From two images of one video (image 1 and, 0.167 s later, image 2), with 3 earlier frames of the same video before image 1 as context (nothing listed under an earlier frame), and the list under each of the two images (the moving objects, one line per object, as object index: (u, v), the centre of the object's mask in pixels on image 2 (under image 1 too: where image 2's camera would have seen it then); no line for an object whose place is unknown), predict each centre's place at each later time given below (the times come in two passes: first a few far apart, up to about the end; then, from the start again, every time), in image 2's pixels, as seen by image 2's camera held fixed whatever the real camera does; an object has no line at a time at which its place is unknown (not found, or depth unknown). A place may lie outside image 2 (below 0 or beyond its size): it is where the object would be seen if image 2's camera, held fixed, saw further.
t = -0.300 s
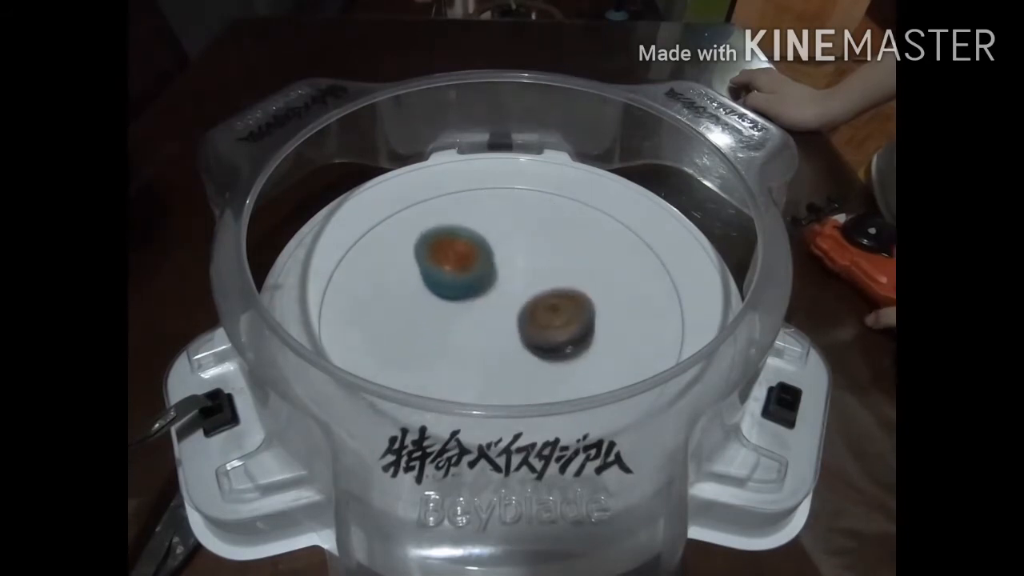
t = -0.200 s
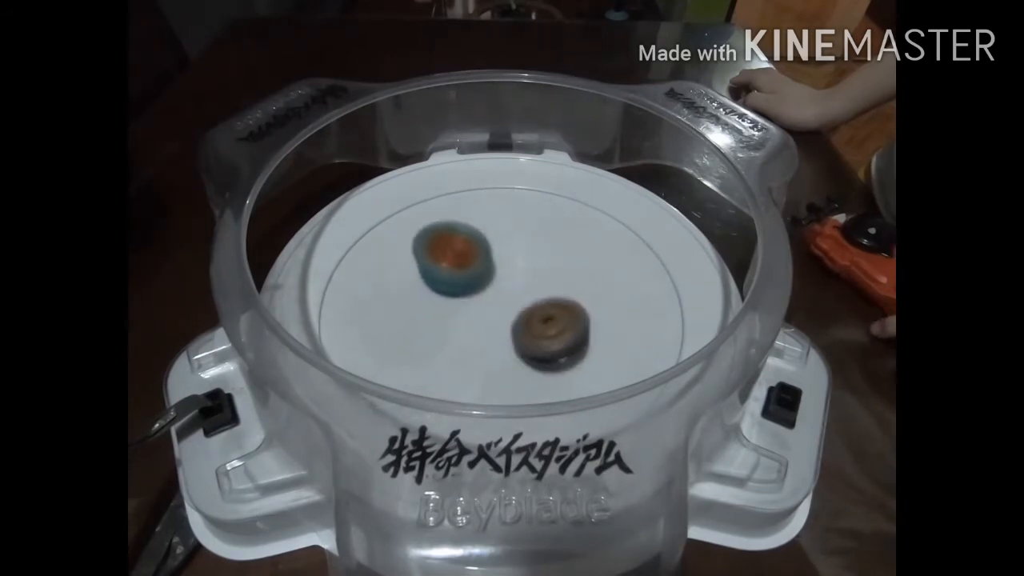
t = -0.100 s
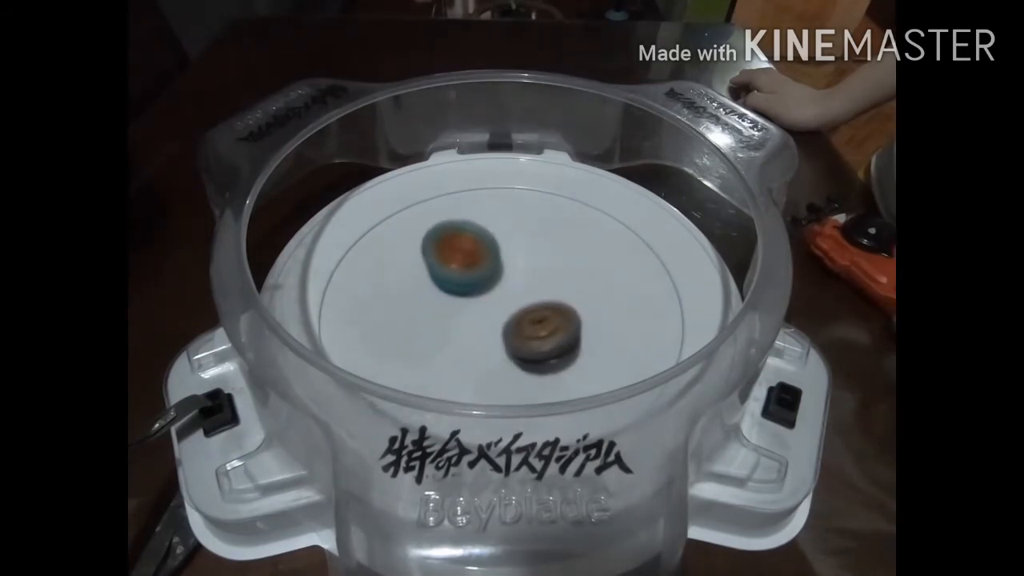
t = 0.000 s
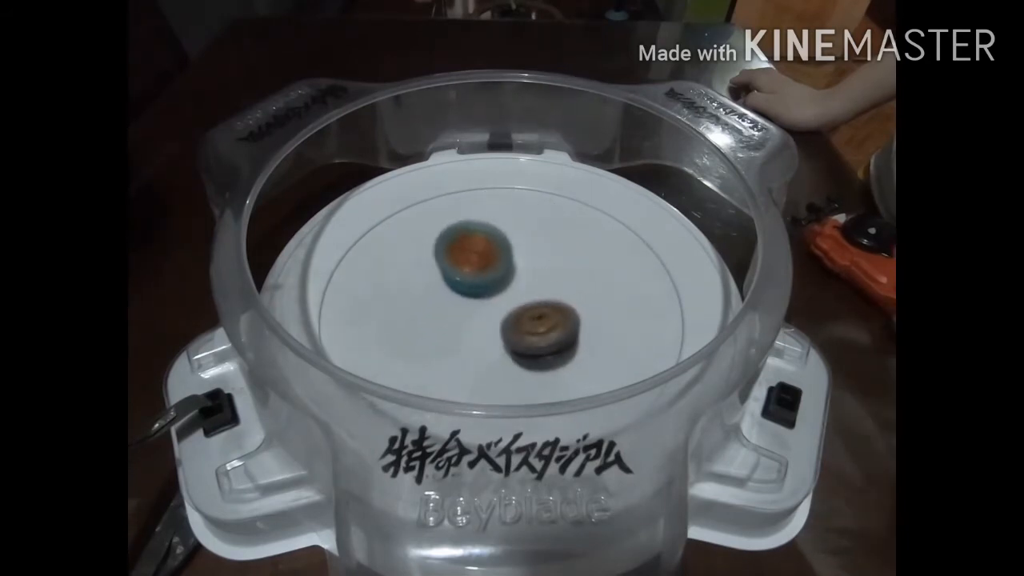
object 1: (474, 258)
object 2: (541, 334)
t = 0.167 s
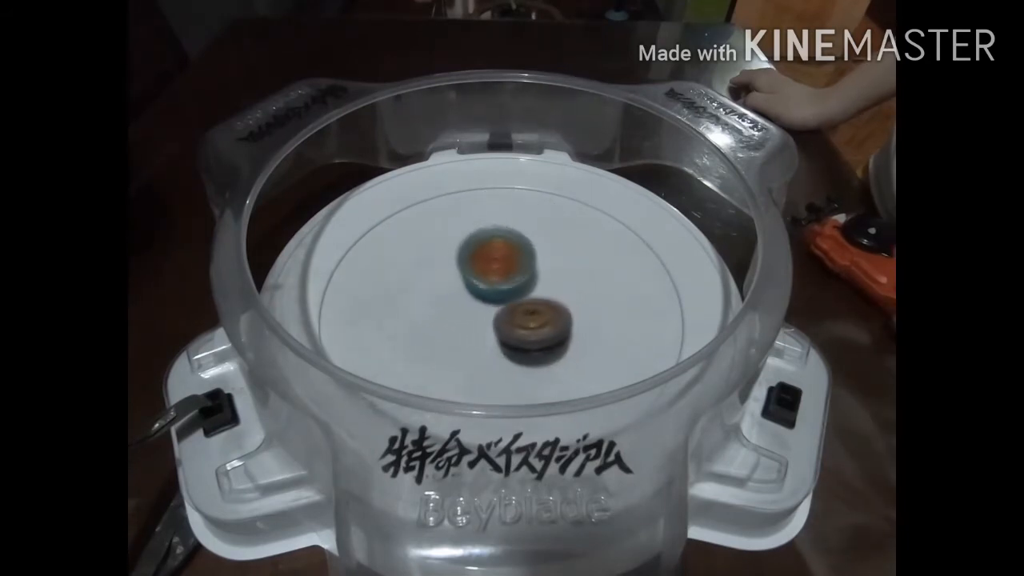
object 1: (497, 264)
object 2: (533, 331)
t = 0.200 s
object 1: (501, 266)
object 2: (532, 331)
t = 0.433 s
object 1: (525, 263)
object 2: (501, 331)
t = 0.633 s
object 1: (539, 273)
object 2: (474, 323)
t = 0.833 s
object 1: (540, 290)
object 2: (465, 316)
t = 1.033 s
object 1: (542, 303)
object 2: (456, 312)
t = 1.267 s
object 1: (547, 314)
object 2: (455, 298)
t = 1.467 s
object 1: (532, 321)
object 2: (462, 284)
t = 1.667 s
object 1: (516, 324)
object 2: (472, 269)
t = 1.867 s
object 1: (501, 319)
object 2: (487, 259)
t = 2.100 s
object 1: (485, 318)
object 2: (503, 258)
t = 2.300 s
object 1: (471, 312)
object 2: (522, 267)
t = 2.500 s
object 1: (463, 305)
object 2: (550, 279)
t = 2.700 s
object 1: (471, 292)
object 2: (548, 281)
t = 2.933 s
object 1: (460, 283)
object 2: (568, 298)
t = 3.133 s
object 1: (475, 280)
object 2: (563, 315)
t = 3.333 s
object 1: (495, 281)
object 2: (547, 332)
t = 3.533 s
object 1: (503, 282)
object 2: (528, 348)
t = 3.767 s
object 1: (512, 283)
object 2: (499, 351)
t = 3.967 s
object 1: (529, 273)
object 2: (460, 353)
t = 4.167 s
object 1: (538, 265)
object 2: (435, 334)
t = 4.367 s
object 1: (539, 272)
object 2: (434, 308)
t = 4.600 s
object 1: (526, 288)
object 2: (451, 273)
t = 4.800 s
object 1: (523, 304)
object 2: (468, 245)
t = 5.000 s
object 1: (500, 310)
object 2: (471, 247)
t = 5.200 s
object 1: (477, 311)
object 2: (490, 249)
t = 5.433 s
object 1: (467, 301)
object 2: (541, 263)
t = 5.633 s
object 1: (478, 289)
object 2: (563, 280)
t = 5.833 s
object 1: (494, 283)
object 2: (564, 307)
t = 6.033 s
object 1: (496, 273)
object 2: (556, 349)
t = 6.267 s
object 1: (506, 275)
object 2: (529, 343)
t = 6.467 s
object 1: (513, 265)
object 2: (487, 333)
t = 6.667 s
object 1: (513, 269)
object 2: (476, 337)
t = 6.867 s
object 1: (508, 279)
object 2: (478, 335)
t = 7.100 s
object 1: (494, 282)
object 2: (474, 336)
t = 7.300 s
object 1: (483, 276)
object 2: (477, 333)
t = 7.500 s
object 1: (480, 274)
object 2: (494, 333)
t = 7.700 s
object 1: (485, 275)
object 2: (490, 332)
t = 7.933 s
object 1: (494, 274)
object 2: (483, 333)
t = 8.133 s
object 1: (507, 275)
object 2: (491, 333)
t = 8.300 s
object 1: (516, 281)
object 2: (488, 333)
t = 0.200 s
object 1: (501, 266)
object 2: (532, 331)
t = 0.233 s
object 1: (506, 267)
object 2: (529, 331)
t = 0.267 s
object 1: (510, 266)
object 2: (526, 332)
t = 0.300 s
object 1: (514, 265)
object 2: (521, 333)
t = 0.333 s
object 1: (516, 264)
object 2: (516, 333)
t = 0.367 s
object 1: (519, 263)
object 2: (511, 333)
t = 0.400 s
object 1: (522, 262)
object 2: (506, 332)
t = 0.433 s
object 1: (525, 263)
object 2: (501, 331)
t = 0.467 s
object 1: (527, 264)
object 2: (497, 330)
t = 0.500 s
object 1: (530, 265)
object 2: (492, 329)
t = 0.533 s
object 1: (533, 267)
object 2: (487, 328)
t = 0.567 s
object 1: (535, 268)
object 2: (483, 326)
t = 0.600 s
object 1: (537, 271)
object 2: (478, 325)
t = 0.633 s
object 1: (539, 273)
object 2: (474, 323)
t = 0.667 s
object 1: (540, 275)
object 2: (471, 322)
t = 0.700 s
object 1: (541, 278)
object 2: (469, 321)
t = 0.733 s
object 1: (541, 281)
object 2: (467, 319)
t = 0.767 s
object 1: (541, 284)
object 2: (466, 319)
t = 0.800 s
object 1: (541, 287)
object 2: (465, 317)
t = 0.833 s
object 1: (540, 290)
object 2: (465, 316)
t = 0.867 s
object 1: (540, 292)
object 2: (463, 316)
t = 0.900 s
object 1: (540, 295)
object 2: (462, 315)
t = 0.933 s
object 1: (540, 297)
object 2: (460, 314)
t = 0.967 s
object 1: (541, 299)
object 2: (458, 313)
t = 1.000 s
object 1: (542, 301)
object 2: (456, 312)
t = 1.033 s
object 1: (542, 303)
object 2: (456, 312)
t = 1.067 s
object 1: (541, 305)
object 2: (457, 312)
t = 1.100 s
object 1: (539, 307)
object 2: (458, 312)
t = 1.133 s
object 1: (540, 309)
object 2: (458, 311)
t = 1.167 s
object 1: (545, 311)
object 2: (455, 308)
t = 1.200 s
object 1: (547, 312)
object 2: (455, 305)
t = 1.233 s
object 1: (547, 313)
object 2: (454, 301)
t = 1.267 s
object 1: (547, 314)
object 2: (455, 298)
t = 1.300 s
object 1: (545, 315)
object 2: (456, 294)
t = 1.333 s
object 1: (543, 317)
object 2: (457, 292)
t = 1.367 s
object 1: (541, 318)
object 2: (458, 289)
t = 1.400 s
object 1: (538, 319)
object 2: (459, 287)
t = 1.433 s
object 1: (535, 320)
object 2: (460, 285)
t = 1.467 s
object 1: (532, 321)
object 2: (462, 284)
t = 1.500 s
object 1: (529, 321)
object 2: (463, 282)
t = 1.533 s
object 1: (525, 321)
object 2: (463, 281)
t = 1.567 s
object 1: (521, 321)
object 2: (463, 279)
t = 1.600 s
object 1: (518, 322)
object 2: (465, 276)
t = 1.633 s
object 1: (517, 323)
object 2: (468, 273)
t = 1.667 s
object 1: (516, 324)
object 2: (472, 269)
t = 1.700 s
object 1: (514, 324)
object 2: (475, 267)
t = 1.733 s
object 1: (510, 323)
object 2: (478, 265)
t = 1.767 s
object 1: (508, 323)
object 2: (480, 263)
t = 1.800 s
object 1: (506, 322)
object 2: (483, 262)
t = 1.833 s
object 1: (503, 321)
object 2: (485, 261)
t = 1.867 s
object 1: (501, 319)
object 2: (487, 259)
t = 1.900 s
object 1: (498, 318)
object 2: (488, 259)
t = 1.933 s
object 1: (496, 317)
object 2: (489, 257)
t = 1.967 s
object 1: (492, 319)
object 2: (492, 257)
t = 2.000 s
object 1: (490, 319)
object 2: (495, 257)
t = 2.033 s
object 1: (488, 319)
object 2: (498, 257)
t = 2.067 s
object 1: (486, 319)
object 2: (501, 257)
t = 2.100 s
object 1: (485, 318)
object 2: (503, 258)
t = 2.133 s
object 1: (483, 316)
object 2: (506, 258)
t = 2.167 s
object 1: (481, 315)
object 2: (508, 259)
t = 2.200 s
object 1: (480, 313)
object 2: (510, 260)
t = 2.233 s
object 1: (479, 312)
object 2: (513, 262)
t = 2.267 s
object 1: (475, 312)
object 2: (517, 263)
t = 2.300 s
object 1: (471, 312)
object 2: (522, 267)
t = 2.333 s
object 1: (468, 312)
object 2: (529, 270)
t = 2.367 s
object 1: (466, 311)
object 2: (535, 272)
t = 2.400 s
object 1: (465, 311)
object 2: (541, 275)
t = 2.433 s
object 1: (464, 309)
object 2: (545, 276)
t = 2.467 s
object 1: (463, 307)
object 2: (548, 277)
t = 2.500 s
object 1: (463, 305)
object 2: (550, 279)
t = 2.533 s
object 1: (463, 303)
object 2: (551, 280)
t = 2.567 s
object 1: (464, 301)
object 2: (552, 280)
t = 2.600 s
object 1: (465, 299)
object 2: (551, 281)
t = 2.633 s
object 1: (466, 296)
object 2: (550, 281)
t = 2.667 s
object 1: (468, 294)
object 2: (549, 280)
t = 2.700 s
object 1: (471, 292)
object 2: (548, 281)
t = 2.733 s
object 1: (473, 291)
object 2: (548, 281)
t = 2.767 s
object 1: (476, 289)
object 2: (549, 282)
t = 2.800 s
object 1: (472, 287)
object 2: (555, 284)
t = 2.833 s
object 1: (466, 285)
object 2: (562, 286)
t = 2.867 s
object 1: (462, 284)
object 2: (565, 289)
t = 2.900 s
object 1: (459, 283)
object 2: (567, 293)
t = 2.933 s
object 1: (460, 283)
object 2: (568, 298)
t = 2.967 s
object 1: (461, 283)
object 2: (568, 302)
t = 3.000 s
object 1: (463, 282)
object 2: (567, 306)
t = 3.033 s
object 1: (466, 281)
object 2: (566, 309)
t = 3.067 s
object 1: (469, 281)
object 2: (565, 312)
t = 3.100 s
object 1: (472, 280)
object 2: (564, 314)
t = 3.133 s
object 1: (475, 280)
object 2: (563, 315)
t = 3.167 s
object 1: (478, 280)
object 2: (561, 317)
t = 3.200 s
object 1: (483, 280)
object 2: (559, 320)
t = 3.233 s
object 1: (486, 280)
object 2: (556, 323)
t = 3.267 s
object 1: (489, 281)
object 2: (553, 326)
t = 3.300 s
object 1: (493, 281)
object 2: (549, 329)
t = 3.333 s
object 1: (495, 281)
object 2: (547, 332)
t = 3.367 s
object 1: (496, 279)
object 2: (544, 337)
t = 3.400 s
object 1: (497, 279)
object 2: (541, 341)
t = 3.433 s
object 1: (498, 279)
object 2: (537, 343)
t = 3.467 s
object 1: (499, 280)
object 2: (535, 345)
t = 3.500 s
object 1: (501, 281)
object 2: (531, 347)
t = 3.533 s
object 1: (503, 282)
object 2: (528, 348)
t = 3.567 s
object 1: (506, 283)
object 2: (525, 349)
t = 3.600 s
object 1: (507, 284)
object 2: (521, 350)
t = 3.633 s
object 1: (510, 283)
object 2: (517, 352)
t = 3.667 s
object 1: (510, 282)
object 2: (512, 352)
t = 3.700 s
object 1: (511, 282)
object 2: (508, 352)
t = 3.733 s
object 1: (511, 282)
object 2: (504, 351)
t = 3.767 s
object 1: (512, 283)
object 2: (499, 351)
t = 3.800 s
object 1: (513, 284)
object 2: (496, 350)
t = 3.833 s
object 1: (514, 284)
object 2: (493, 349)
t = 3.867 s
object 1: (514, 285)
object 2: (489, 348)
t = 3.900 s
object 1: (518, 285)
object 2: (483, 348)
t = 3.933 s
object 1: (524, 279)
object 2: (471, 351)
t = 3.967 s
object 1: (529, 273)
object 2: (460, 353)
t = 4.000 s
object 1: (532, 269)
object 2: (451, 351)
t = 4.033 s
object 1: (534, 267)
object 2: (444, 349)
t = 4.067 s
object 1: (535, 265)
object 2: (440, 345)
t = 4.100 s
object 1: (536, 265)
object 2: (438, 342)
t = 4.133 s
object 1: (538, 264)
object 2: (437, 338)
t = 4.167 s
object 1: (538, 265)
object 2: (435, 334)
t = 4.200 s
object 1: (539, 266)
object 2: (433, 329)
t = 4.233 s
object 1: (540, 266)
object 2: (432, 325)
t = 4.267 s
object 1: (540, 268)
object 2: (431, 321)
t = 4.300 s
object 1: (540, 269)
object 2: (432, 317)
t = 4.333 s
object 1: (539, 271)
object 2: (432, 313)
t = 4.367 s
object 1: (539, 272)
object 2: (434, 308)
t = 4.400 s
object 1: (537, 274)
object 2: (435, 304)
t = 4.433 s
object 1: (536, 276)
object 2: (437, 299)
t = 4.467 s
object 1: (534, 278)
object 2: (441, 295)
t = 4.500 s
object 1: (531, 281)
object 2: (444, 289)
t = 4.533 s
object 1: (528, 283)
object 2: (448, 284)
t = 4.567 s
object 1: (525, 285)
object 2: (451, 279)
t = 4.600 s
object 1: (526, 288)
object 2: (451, 273)
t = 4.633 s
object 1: (529, 292)
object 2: (451, 267)
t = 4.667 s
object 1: (529, 296)
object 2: (454, 261)
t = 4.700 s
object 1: (529, 298)
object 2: (457, 256)
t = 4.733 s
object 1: (528, 301)
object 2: (462, 252)
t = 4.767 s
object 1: (526, 302)
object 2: (465, 247)
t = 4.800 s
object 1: (523, 304)
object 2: (468, 245)
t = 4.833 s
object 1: (519, 306)
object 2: (470, 244)
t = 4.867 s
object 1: (516, 307)
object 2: (471, 243)
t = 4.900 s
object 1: (512, 308)
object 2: (472, 243)
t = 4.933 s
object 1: (508, 309)
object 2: (472, 245)
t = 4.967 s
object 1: (504, 309)
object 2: (471, 246)
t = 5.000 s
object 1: (500, 310)
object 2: (471, 247)
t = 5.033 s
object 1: (496, 310)
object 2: (471, 248)
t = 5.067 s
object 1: (493, 309)
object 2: (472, 248)
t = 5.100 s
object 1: (488, 308)
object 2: (474, 247)
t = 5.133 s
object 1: (484, 310)
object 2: (479, 247)
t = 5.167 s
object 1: (479, 311)
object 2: (484, 247)
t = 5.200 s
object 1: (477, 311)
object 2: (490, 249)
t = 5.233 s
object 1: (474, 311)
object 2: (498, 250)
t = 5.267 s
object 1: (472, 310)
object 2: (506, 254)
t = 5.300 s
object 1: (470, 308)
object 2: (513, 255)
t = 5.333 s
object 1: (468, 306)
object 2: (521, 257)
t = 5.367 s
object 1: (467, 305)
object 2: (529, 259)
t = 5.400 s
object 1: (467, 303)
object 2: (534, 261)
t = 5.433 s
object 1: (467, 301)
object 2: (541, 263)
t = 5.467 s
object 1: (468, 299)
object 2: (546, 265)
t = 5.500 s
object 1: (469, 296)
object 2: (552, 268)
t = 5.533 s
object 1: (470, 294)
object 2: (555, 271)
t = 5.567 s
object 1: (472, 292)
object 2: (558, 274)
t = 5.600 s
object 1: (475, 291)
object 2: (561, 278)
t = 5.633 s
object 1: (478, 289)
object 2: (563, 280)
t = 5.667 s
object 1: (481, 288)
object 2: (565, 284)
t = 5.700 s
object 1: (485, 287)
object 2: (565, 288)
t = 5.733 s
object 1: (488, 286)
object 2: (565, 292)
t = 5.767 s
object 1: (491, 285)
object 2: (565, 296)
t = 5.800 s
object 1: (493, 283)
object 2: (565, 301)
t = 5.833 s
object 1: (494, 283)
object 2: (564, 307)
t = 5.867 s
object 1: (496, 282)
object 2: (562, 313)
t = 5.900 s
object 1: (495, 278)
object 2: (561, 321)
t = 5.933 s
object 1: (495, 276)
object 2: (561, 330)
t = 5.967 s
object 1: (495, 274)
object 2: (559, 338)
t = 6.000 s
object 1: (495, 273)
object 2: (557, 345)
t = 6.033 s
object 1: (496, 273)
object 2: (556, 349)
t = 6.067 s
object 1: (498, 273)
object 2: (553, 351)
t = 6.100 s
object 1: (499, 273)
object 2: (550, 353)
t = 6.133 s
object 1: (501, 273)
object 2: (547, 352)
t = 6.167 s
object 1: (502, 273)
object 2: (544, 351)
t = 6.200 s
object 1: (504, 274)
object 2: (540, 349)
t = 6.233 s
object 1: (504, 275)
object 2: (534, 346)
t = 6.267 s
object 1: (506, 275)
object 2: (529, 343)
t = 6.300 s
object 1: (507, 275)
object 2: (527, 333)
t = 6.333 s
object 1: (509, 274)
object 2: (520, 329)
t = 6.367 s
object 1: (509, 273)
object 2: (513, 335)
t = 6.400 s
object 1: (512, 269)
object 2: (504, 337)
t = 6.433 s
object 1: (513, 267)
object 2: (493, 331)
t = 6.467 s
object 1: (513, 265)
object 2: (487, 333)
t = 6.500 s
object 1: (513, 265)
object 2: (481, 334)
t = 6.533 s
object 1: (513, 266)
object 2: (479, 337)
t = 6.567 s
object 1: (512, 266)
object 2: (477, 337)
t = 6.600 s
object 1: (512, 267)
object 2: (477, 339)
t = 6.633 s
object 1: (513, 268)
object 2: (476, 337)
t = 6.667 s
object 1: (513, 269)
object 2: (476, 337)
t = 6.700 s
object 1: (513, 271)
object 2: (477, 336)
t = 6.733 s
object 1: (512, 272)
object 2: (477, 335)
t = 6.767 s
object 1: (512, 273)
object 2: (477, 335)
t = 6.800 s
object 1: (511, 275)
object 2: (478, 335)
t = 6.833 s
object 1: (510, 277)
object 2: (478, 335)
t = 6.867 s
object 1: (508, 279)
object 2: (478, 335)
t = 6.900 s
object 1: (507, 280)
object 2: (477, 335)
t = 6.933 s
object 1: (505, 281)
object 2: (477, 335)
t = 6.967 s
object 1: (503, 282)
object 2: (476, 335)
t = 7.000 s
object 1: (500, 283)
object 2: (476, 335)
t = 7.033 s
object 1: (499, 283)
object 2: (476, 335)
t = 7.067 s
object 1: (495, 283)
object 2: (476, 335)
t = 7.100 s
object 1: (494, 282)
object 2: (474, 336)
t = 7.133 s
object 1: (492, 282)
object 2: (474, 338)
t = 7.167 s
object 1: (490, 281)
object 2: (473, 338)
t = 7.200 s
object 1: (488, 281)
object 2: (474, 337)
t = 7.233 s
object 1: (486, 279)
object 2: (475, 335)
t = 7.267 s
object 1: (485, 277)
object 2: (477, 335)
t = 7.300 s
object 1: (483, 276)
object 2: (477, 333)
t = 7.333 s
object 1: (482, 276)
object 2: (480, 334)
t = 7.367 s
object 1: (481, 276)
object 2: (483, 332)
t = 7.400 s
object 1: (481, 275)
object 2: (486, 332)
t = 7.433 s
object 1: (480, 275)
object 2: (488, 331)
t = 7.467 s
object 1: (480, 274)
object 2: (491, 333)
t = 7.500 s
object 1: (480, 274)
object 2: (494, 333)
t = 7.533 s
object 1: (481, 274)
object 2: (494, 334)
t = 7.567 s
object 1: (481, 274)
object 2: (494, 334)
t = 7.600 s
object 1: (482, 274)
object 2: (493, 334)
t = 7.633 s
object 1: (483, 274)
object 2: (492, 333)
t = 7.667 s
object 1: (483, 275)
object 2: (491, 332)
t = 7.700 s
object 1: (485, 275)
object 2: (490, 332)
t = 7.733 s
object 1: (485, 276)
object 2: (489, 332)
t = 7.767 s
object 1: (486, 277)
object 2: (489, 332)
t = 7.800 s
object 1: (488, 277)
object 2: (487, 334)
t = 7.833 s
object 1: (490, 277)
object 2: (485, 336)
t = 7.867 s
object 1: (492, 276)
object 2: (483, 336)
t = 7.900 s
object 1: (494, 275)
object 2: (482, 334)
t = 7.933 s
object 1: (494, 274)
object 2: (483, 333)
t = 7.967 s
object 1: (496, 273)
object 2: (483, 332)
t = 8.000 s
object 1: (498, 273)
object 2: (485, 333)
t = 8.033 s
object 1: (500, 273)
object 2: (487, 332)
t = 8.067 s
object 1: (503, 274)
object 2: (490, 333)
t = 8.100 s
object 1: (504, 275)
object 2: (491, 333)
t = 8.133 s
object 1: (507, 275)
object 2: (491, 333)
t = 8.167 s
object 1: (508, 276)
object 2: (492, 334)
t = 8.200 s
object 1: (511, 277)
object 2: (492, 334)
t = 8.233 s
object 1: (513, 278)
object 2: (491, 332)
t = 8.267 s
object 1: (514, 280)
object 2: (489, 332)
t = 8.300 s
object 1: (516, 281)
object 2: (488, 333)
